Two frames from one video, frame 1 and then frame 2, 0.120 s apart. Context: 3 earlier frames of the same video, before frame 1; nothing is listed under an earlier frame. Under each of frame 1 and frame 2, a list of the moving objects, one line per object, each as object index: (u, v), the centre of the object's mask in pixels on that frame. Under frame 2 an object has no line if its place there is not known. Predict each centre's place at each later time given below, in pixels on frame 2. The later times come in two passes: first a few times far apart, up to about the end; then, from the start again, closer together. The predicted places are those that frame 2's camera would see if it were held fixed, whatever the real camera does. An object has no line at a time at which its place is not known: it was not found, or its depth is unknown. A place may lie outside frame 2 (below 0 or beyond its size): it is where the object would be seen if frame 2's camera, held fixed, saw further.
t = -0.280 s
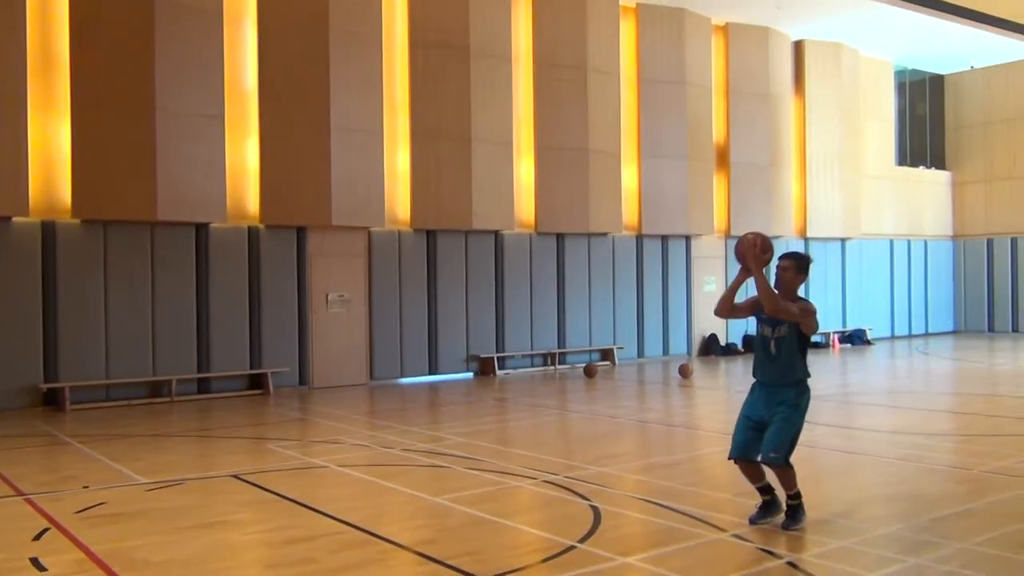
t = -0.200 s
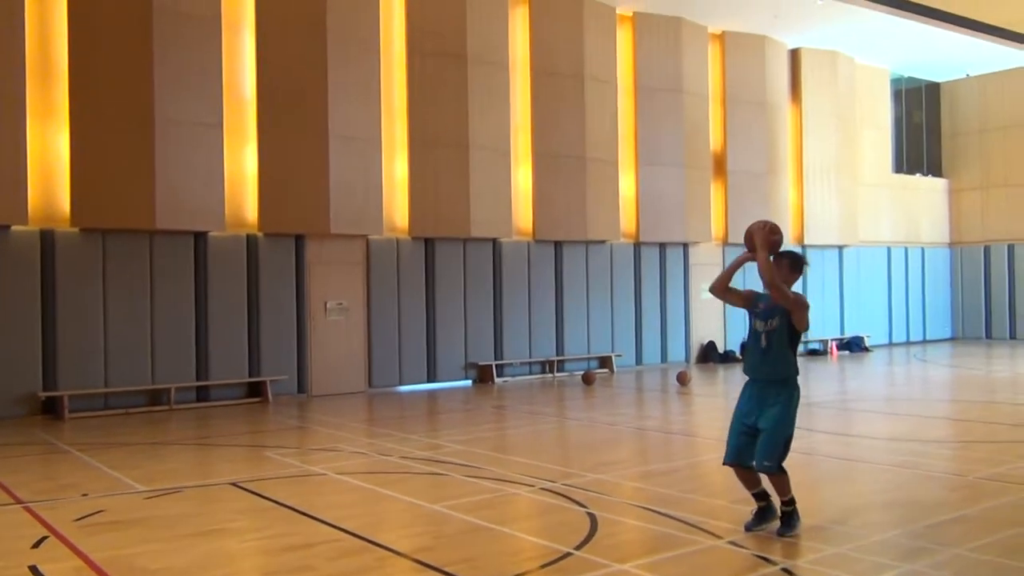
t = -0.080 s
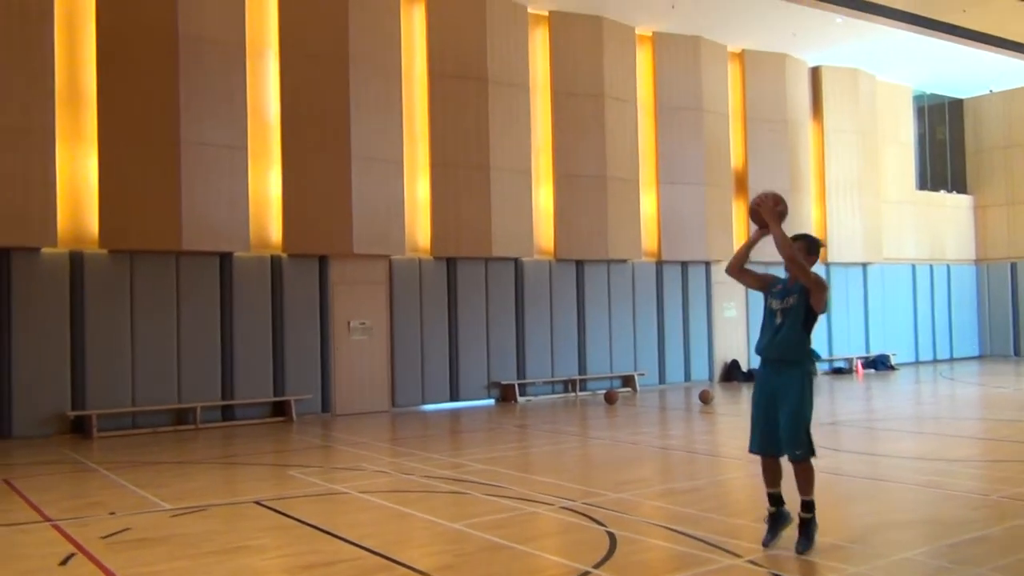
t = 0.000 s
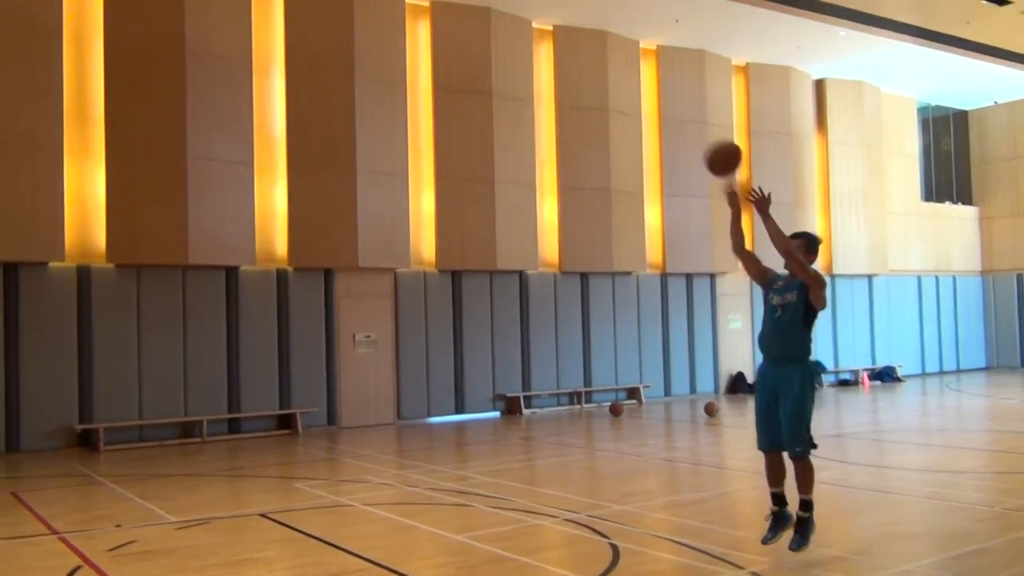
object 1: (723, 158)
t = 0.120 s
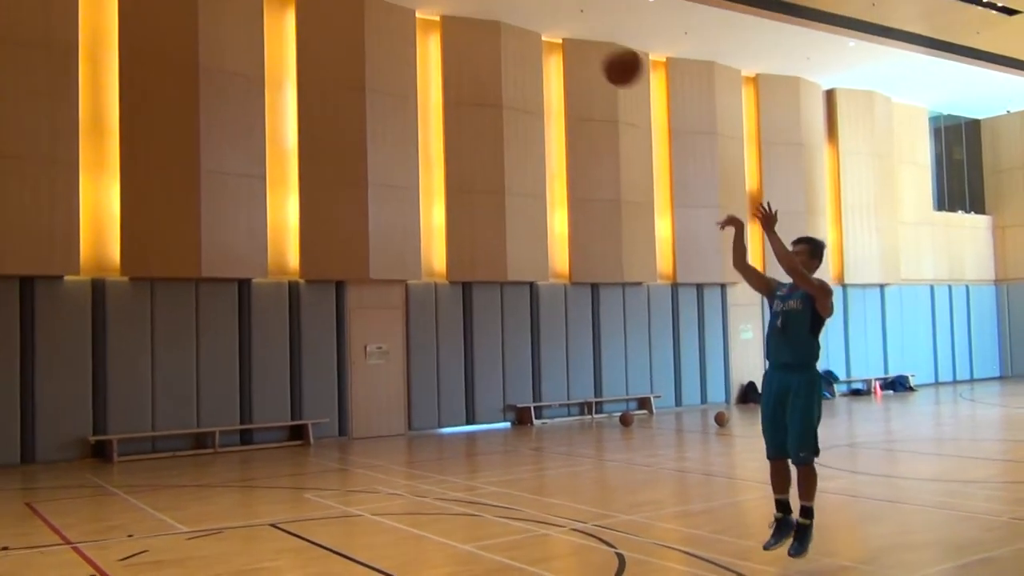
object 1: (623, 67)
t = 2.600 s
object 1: (6, 459)
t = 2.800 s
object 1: (30, 453)
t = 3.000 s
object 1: (45, 332)
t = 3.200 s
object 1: (58, 267)
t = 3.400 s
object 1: (71, 256)
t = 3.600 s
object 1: (83, 294)
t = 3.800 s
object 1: (93, 380)
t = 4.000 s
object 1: (99, 518)
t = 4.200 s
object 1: (117, 437)
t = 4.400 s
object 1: (128, 389)
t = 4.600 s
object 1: (141, 388)
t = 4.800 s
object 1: (153, 430)
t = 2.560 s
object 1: (-4, 413)
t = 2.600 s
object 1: (6, 459)
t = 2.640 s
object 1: (13, 515)
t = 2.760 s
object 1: (26, 488)
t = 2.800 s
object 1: (30, 453)
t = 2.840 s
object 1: (34, 425)
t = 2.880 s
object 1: (36, 397)
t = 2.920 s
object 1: (39, 373)
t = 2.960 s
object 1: (41, 351)
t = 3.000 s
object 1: (45, 332)
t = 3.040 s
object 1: (47, 314)
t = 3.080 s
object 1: (50, 299)
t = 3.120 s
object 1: (52, 287)
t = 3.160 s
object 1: (55, 277)
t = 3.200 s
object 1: (58, 267)
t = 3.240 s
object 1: (60, 263)
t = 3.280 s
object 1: (63, 257)
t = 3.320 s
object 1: (66, 255)
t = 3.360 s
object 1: (68, 255)
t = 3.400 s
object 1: (71, 256)
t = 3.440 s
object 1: (74, 260)
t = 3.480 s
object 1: (76, 266)
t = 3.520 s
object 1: (78, 273)
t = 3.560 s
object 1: (82, 283)
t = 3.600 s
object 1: (83, 294)
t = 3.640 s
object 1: (85, 308)
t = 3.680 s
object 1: (87, 323)
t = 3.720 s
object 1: (89, 341)
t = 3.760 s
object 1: (91, 359)
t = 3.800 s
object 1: (93, 380)
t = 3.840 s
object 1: (95, 403)
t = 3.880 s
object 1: (99, 428)
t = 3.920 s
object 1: (100, 452)
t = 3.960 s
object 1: (102, 482)
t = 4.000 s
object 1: (99, 518)
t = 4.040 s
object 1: (101, 517)
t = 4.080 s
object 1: (107, 494)
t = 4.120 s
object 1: (111, 472)
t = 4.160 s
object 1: (114, 453)
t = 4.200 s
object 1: (117, 437)
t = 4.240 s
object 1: (120, 424)
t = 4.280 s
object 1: (120, 413)
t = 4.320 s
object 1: (123, 404)
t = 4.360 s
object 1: (127, 396)
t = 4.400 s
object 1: (128, 389)
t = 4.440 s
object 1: (131, 386)
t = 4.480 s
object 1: (134, 383)
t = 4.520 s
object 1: (135, 383)
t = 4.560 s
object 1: (137, 385)
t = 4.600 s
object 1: (141, 388)
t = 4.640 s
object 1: (142, 393)
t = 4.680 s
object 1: (145, 400)
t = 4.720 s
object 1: (147, 408)
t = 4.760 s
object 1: (150, 418)
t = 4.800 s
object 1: (153, 430)
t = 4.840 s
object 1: (158, 442)
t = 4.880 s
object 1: (157, 459)
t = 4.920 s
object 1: (156, 478)
